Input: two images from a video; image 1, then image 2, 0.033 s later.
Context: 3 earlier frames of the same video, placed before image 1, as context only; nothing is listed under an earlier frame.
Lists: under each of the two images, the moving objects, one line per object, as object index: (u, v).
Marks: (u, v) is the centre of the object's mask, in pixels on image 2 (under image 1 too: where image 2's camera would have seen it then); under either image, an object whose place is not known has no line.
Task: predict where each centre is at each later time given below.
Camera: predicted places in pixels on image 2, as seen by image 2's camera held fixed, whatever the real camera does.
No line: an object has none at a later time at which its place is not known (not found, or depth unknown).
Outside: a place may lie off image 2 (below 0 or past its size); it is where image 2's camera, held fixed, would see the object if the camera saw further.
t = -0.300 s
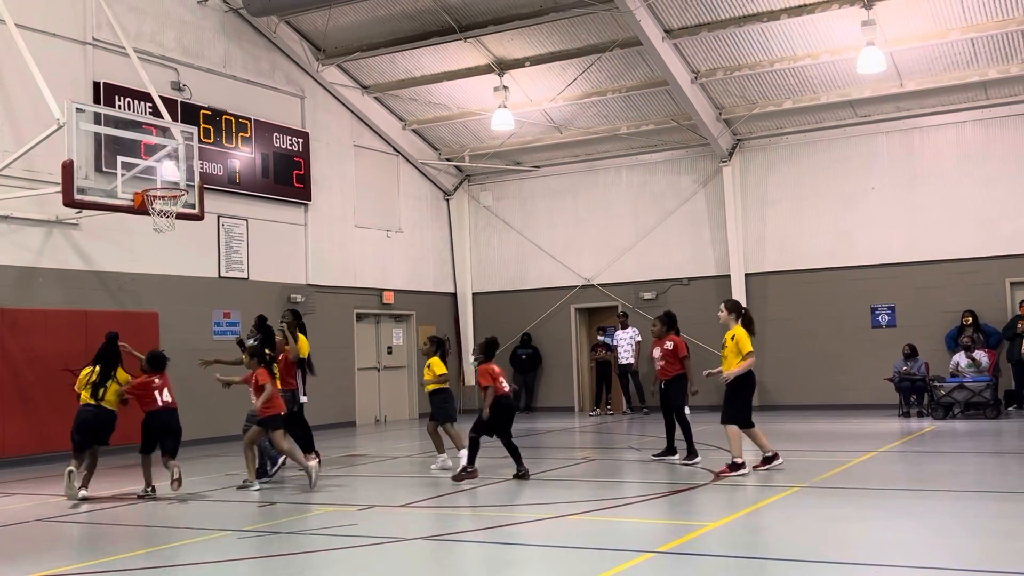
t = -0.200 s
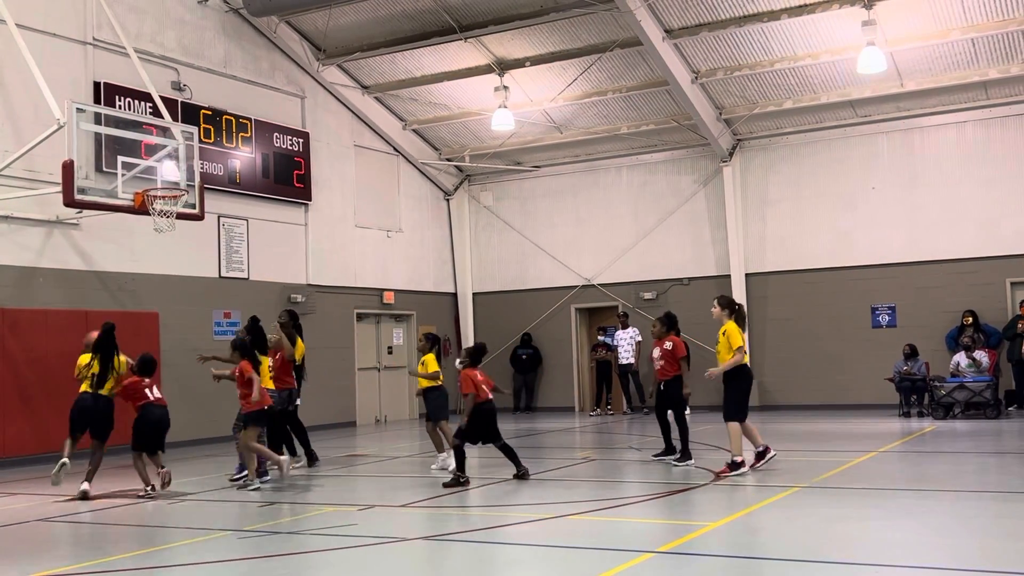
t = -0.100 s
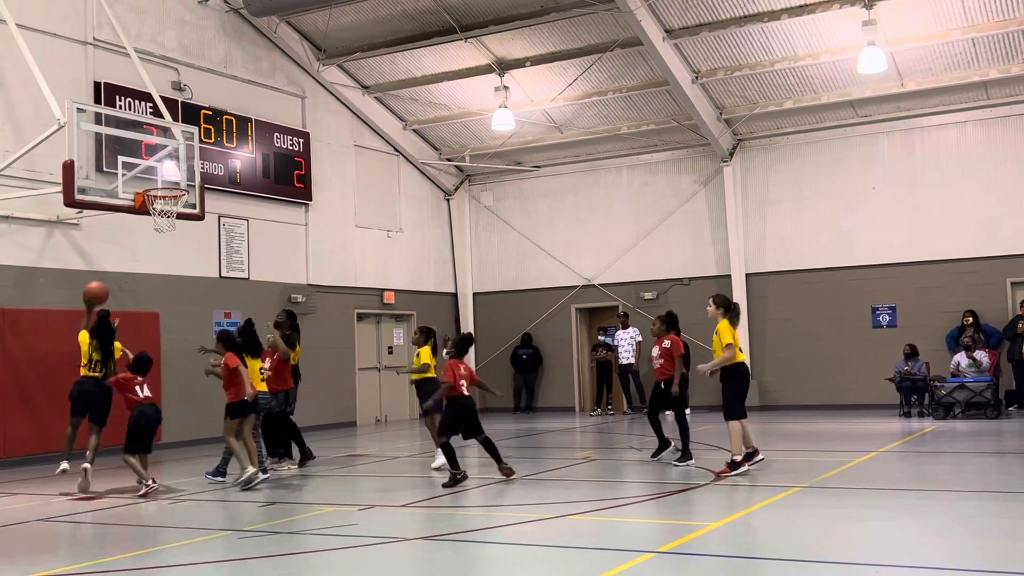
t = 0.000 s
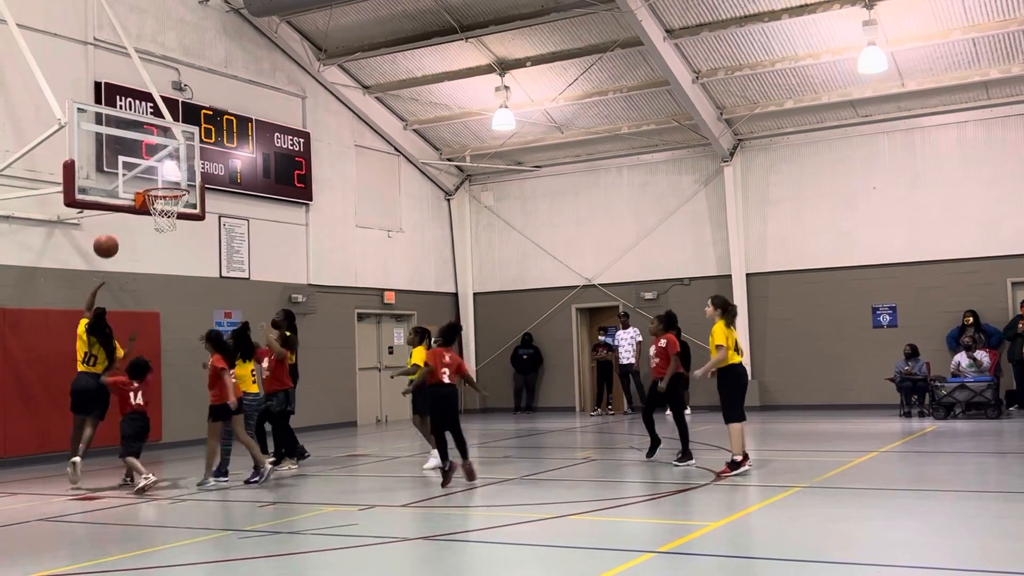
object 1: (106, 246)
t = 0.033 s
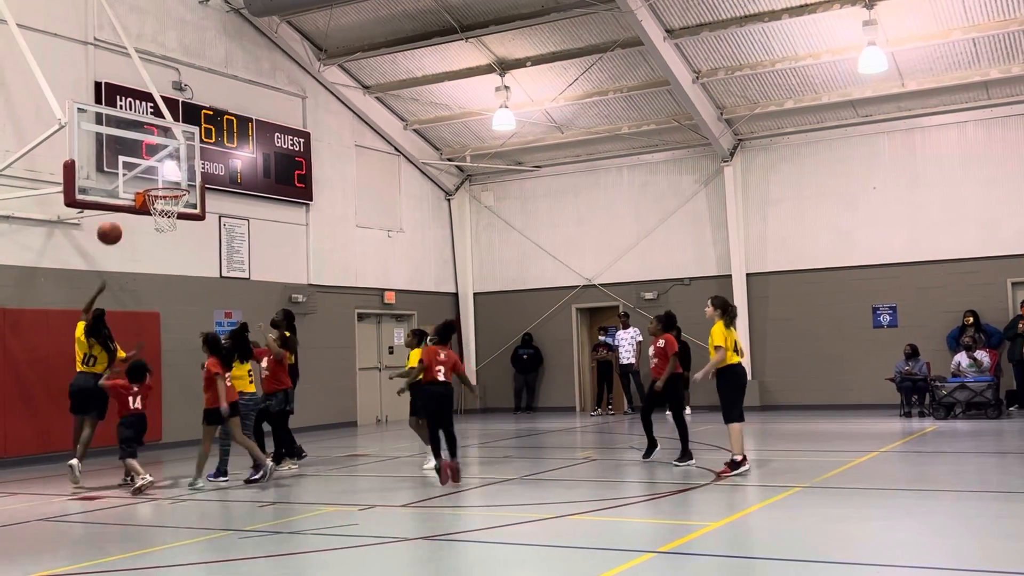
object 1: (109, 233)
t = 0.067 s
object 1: (113, 222)
